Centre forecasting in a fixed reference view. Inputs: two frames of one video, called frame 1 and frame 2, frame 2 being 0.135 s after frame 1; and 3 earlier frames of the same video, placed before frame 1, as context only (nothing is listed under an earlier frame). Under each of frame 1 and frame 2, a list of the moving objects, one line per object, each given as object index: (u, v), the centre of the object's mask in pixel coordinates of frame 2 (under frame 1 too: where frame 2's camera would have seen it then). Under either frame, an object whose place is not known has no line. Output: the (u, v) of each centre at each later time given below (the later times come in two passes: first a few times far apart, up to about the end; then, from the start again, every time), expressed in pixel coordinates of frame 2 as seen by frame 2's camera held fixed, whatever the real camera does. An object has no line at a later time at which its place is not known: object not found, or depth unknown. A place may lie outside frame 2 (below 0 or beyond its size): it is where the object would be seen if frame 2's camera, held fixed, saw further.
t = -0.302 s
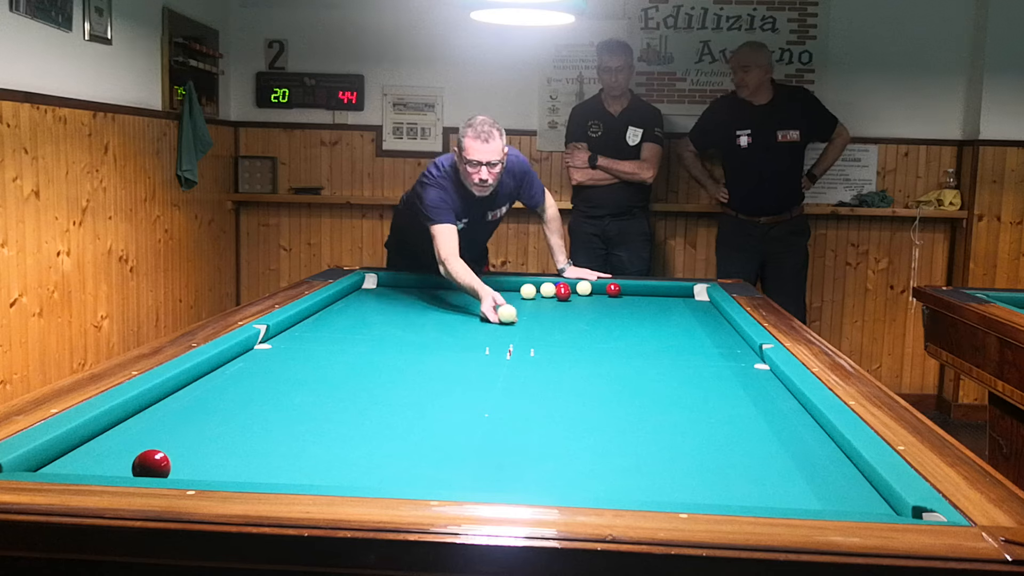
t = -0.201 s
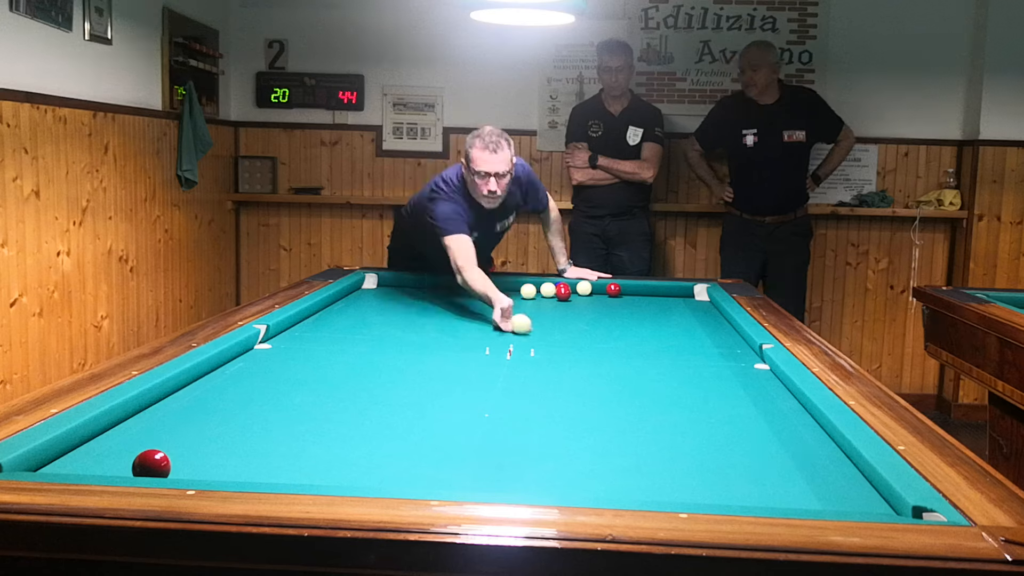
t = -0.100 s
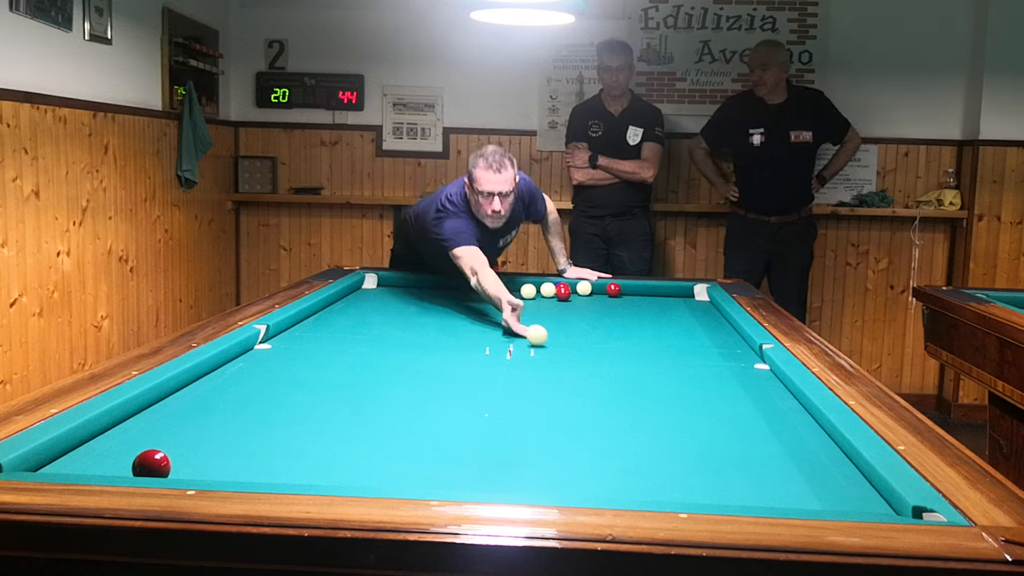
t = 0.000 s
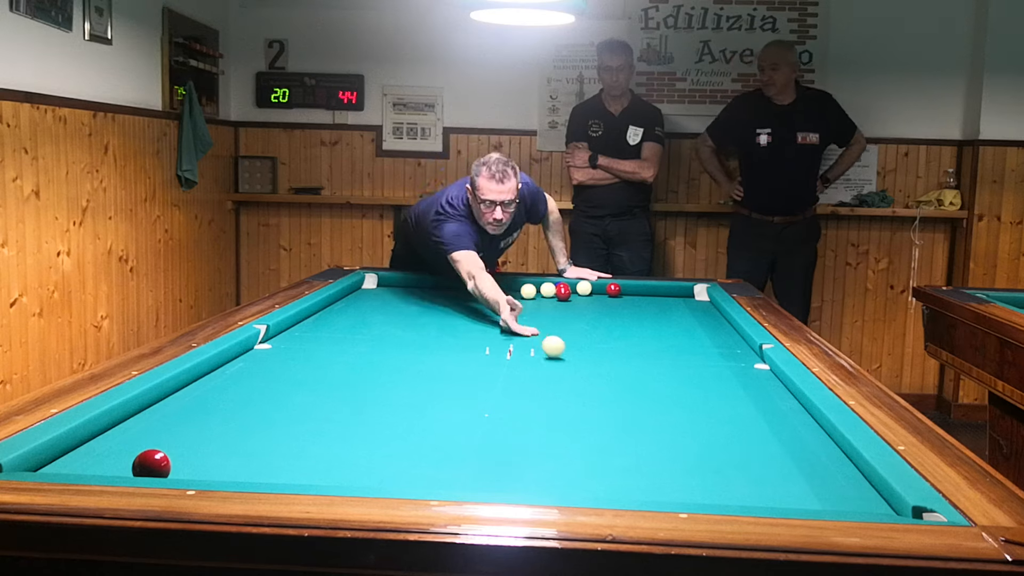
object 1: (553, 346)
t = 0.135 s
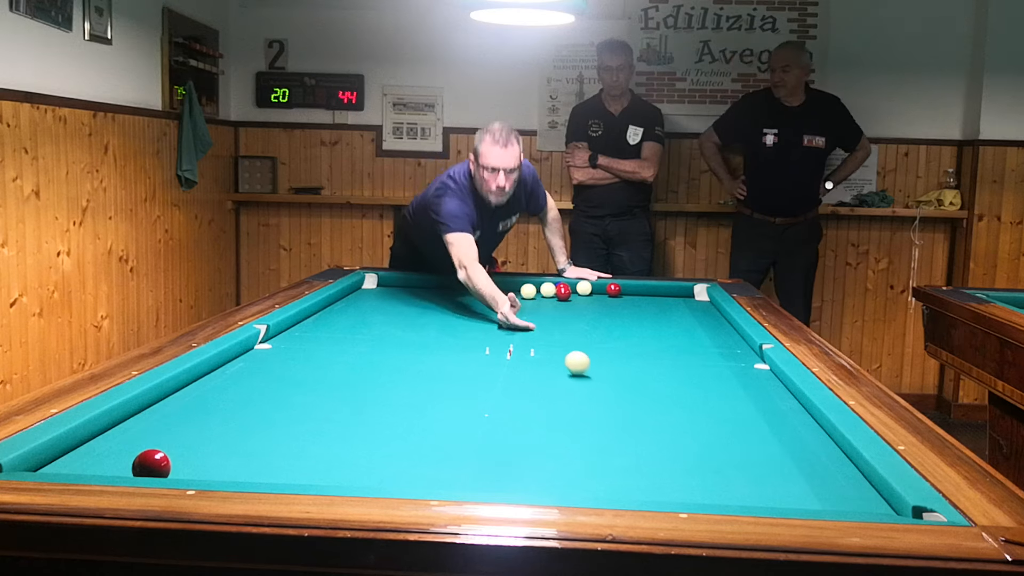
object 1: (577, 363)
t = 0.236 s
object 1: (596, 375)
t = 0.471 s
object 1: (651, 411)
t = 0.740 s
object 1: (738, 469)
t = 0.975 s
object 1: (819, 499)
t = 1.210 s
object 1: (826, 464)
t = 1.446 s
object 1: (809, 435)
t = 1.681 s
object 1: (776, 411)
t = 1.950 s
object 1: (744, 389)
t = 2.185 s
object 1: (721, 372)
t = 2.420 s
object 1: (701, 358)
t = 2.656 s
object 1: (684, 346)
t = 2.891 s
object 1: (668, 335)
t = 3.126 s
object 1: (655, 326)
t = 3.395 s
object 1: (642, 317)
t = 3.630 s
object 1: (632, 310)
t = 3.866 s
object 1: (623, 303)
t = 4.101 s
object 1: (614, 297)
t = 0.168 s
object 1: (583, 367)
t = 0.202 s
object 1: (590, 371)
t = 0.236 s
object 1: (596, 375)
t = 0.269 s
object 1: (603, 380)
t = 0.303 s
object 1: (610, 385)
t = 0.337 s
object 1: (617, 389)
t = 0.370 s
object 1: (625, 395)
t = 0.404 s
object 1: (633, 400)
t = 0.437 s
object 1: (642, 405)
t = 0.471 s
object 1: (651, 411)
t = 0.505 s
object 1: (659, 417)
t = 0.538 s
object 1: (669, 424)
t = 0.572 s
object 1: (679, 430)
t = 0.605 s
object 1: (690, 437)
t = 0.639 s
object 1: (701, 445)
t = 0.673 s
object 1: (713, 453)
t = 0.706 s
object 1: (725, 461)
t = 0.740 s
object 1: (738, 469)
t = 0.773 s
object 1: (752, 479)
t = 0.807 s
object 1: (766, 487)
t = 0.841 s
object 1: (781, 493)
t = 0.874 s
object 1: (797, 499)
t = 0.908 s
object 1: (813, 505)
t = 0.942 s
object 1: (818, 503)
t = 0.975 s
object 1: (819, 499)
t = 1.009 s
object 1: (820, 495)
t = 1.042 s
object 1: (820, 491)
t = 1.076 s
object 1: (821, 486)
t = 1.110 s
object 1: (823, 480)
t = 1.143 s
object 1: (824, 474)
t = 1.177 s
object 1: (825, 469)
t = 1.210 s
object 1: (826, 464)
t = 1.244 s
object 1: (828, 459)
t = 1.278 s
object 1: (829, 455)
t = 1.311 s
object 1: (831, 451)
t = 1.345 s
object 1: (826, 446)
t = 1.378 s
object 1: (820, 443)
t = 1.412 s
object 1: (814, 439)
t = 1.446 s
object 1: (809, 435)
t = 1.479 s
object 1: (803, 431)
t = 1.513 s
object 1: (799, 428)
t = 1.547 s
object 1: (794, 424)
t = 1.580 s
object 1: (789, 421)
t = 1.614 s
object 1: (784, 417)
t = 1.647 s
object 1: (780, 414)
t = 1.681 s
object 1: (776, 411)
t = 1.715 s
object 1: (771, 408)
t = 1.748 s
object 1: (767, 405)
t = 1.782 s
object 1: (763, 402)
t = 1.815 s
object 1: (759, 399)
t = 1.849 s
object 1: (755, 397)
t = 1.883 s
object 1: (751, 394)
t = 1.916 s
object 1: (748, 391)
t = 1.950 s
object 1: (744, 389)
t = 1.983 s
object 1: (741, 386)
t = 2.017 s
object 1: (737, 384)
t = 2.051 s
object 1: (734, 381)
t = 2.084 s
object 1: (730, 379)
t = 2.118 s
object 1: (727, 377)
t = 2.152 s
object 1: (724, 374)
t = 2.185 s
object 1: (721, 372)
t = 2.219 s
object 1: (718, 370)
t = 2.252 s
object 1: (715, 368)
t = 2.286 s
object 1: (712, 366)
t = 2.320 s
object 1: (709, 364)
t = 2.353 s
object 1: (706, 362)
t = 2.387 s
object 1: (704, 360)
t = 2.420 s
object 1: (701, 358)
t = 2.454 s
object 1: (698, 356)
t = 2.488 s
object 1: (696, 355)
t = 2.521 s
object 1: (693, 353)
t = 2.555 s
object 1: (691, 351)
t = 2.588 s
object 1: (688, 349)
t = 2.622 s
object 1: (686, 348)
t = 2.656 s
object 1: (684, 346)
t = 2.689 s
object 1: (681, 344)
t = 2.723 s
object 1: (679, 343)
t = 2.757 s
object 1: (677, 341)
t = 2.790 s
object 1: (675, 340)
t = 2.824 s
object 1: (673, 338)
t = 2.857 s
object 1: (671, 337)
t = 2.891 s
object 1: (668, 335)
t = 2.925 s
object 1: (667, 334)
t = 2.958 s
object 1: (665, 333)
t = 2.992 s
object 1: (663, 331)
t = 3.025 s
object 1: (661, 330)
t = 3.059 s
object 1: (659, 329)
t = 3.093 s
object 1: (657, 328)
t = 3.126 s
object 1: (655, 326)
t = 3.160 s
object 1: (654, 325)
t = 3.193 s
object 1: (652, 324)
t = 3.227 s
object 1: (650, 323)
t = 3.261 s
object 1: (649, 321)
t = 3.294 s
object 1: (647, 320)
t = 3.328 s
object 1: (645, 319)
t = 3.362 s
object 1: (644, 318)
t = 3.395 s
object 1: (642, 317)
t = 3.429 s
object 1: (641, 316)
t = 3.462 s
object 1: (639, 315)
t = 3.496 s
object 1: (638, 314)
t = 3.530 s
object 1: (636, 313)
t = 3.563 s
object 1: (635, 312)
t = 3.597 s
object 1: (633, 311)
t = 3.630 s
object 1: (632, 310)
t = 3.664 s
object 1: (631, 309)
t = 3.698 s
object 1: (629, 308)
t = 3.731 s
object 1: (628, 307)
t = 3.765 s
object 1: (626, 306)
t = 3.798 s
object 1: (625, 305)
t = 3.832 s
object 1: (624, 304)
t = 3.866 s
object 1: (623, 303)
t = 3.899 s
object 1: (621, 302)
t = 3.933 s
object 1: (620, 301)
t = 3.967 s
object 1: (619, 300)
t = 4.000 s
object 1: (618, 300)
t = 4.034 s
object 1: (617, 299)
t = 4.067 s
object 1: (616, 298)
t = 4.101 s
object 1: (614, 297)
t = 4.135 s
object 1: (613, 296)
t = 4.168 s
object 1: (612, 296)
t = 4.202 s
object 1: (611, 295)
